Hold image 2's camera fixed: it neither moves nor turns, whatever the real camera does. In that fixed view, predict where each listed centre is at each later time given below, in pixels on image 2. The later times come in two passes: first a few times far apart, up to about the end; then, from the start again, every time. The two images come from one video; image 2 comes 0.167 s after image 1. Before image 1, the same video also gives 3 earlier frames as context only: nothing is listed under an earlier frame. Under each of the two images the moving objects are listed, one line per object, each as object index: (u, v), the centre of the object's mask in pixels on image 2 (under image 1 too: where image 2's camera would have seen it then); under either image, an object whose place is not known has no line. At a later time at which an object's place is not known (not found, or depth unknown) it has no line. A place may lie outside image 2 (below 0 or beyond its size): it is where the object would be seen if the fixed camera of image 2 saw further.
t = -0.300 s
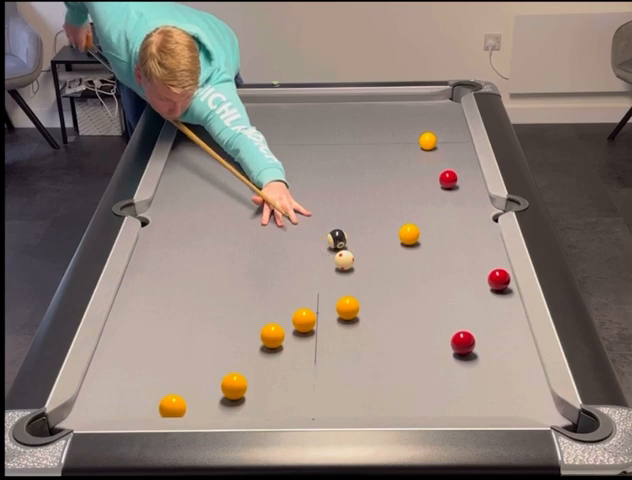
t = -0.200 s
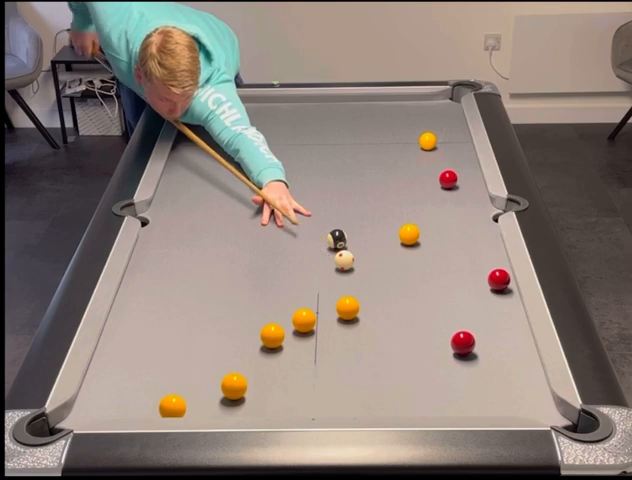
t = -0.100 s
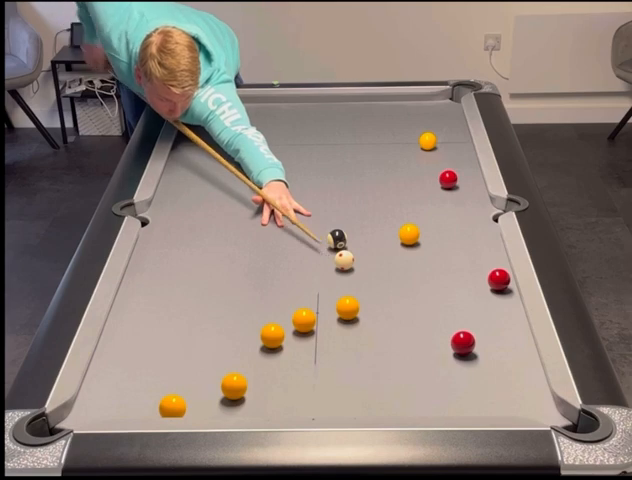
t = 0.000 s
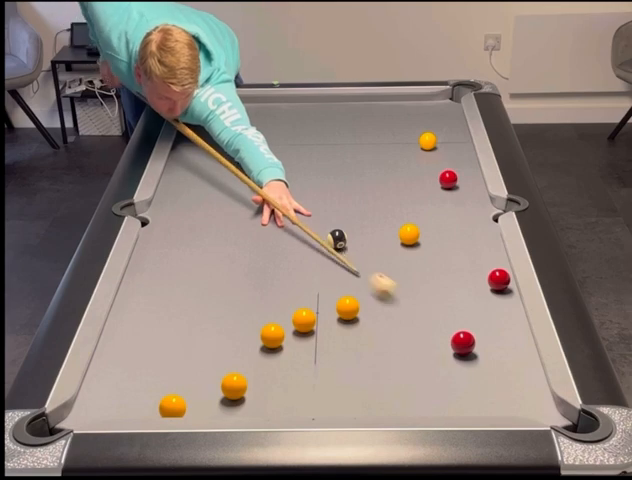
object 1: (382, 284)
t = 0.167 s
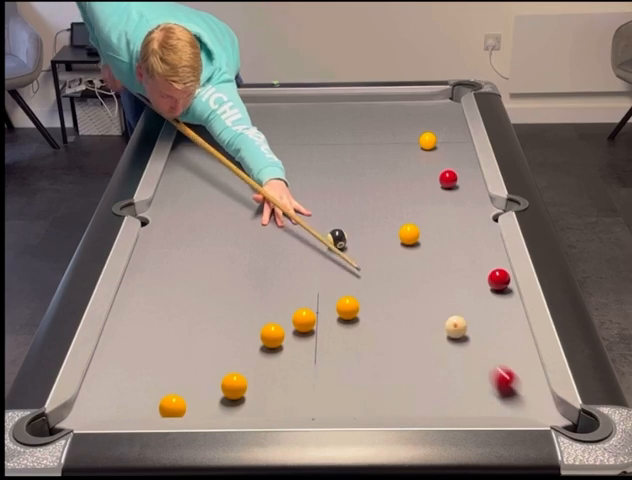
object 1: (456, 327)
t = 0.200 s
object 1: (457, 324)
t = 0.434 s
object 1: (466, 309)
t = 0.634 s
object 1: (472, 297)
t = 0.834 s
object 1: (478, 286)
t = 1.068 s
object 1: (473, 277)
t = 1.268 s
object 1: (468, 271)
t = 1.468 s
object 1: (463, 266)
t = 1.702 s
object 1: (458, 261)
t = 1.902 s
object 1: (455, 258)
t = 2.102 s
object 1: (451, 255)
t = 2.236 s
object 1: (450, 253)
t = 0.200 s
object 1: (457, 324)
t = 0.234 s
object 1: (458, 322)
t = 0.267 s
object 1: (460, 319)
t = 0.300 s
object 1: (461, 317)
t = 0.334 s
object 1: (462, 315)
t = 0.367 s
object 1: (464, 313)
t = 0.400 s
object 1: (465, 310)
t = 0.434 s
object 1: (466, 309)
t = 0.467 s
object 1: (467, 307)
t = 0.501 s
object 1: (468, 304)
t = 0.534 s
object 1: (469, 302)
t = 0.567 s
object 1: (470, 300)
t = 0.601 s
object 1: (471, 298)
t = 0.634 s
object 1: (472, 297)
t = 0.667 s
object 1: (473, 295)
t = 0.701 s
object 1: (475, 293)
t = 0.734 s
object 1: (475, 291)
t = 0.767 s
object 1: (477, 289)
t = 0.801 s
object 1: (478, 287)
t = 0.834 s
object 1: (478, 286)
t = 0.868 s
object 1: (479, 284)
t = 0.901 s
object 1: (478, 283)
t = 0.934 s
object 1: (477, 282)
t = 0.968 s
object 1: (476, 281)
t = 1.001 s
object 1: (475, 279)
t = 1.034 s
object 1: (474, 278)
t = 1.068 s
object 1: (473, 277)
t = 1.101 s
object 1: (472, 276)
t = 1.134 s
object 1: (471, 275)
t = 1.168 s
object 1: (470, 274)
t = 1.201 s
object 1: (469, 273)
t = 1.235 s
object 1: (468, 272)
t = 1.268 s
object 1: (468, 271)
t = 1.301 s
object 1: (467, 270)
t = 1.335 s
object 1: (466, 269)
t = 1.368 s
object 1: (465, 268)
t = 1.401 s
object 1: (464, 268)
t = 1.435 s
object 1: (464, 267)
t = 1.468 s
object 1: (463, 266)
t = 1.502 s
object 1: (462, 265)
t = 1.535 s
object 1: (462, 265)
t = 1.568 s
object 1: (461, 264)
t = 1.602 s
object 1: (460, 263)
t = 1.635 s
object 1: (460, 262)
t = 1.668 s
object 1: (459, 262)
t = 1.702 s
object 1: (458, 261)
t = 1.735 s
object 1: (458, 261)
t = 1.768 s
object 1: (457, 260)
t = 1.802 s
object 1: (456, 259)
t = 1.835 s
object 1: (456, 259)
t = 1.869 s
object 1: (455, 258)
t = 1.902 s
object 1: (455, 258)
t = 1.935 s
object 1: (454, 257)
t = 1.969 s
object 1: (454, 257)
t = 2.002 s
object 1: (453, 256)
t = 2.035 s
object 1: (452, 256)
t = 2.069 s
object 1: (452, 255)
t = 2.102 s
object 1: (451, 255)
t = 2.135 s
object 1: (451, 254)
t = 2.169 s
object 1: (451, 254)
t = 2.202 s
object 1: (450, 254)
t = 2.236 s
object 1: (450, 253)
